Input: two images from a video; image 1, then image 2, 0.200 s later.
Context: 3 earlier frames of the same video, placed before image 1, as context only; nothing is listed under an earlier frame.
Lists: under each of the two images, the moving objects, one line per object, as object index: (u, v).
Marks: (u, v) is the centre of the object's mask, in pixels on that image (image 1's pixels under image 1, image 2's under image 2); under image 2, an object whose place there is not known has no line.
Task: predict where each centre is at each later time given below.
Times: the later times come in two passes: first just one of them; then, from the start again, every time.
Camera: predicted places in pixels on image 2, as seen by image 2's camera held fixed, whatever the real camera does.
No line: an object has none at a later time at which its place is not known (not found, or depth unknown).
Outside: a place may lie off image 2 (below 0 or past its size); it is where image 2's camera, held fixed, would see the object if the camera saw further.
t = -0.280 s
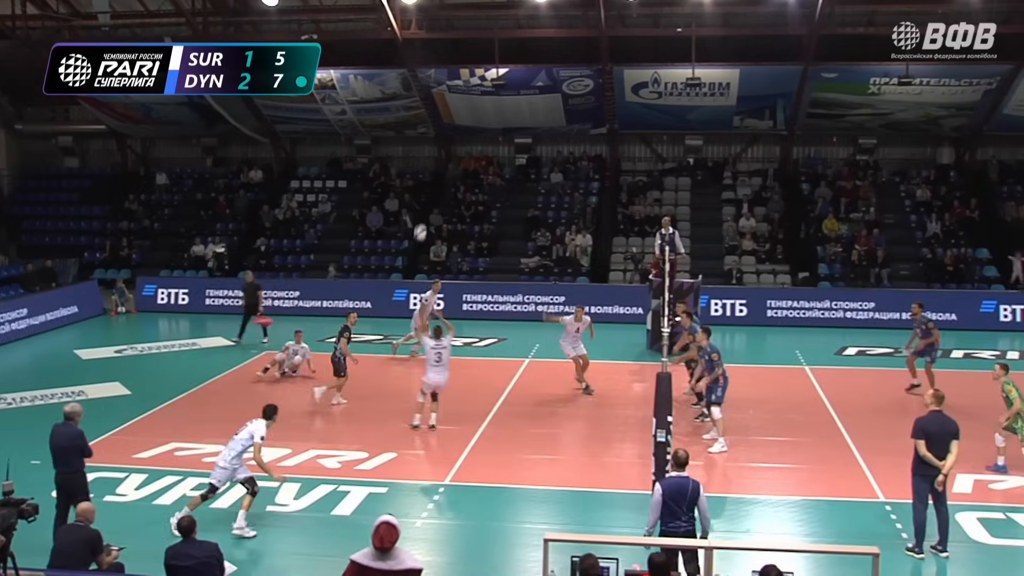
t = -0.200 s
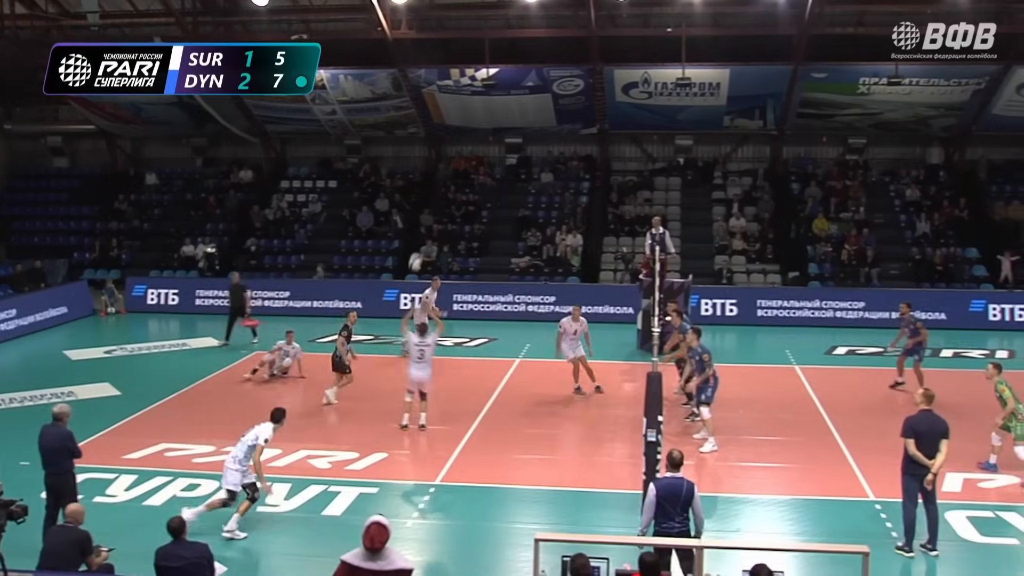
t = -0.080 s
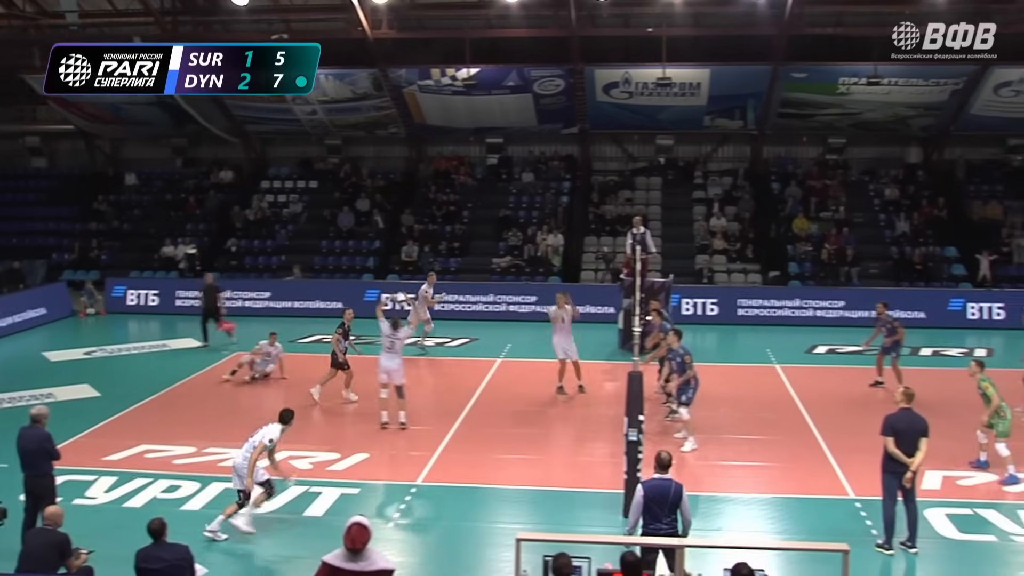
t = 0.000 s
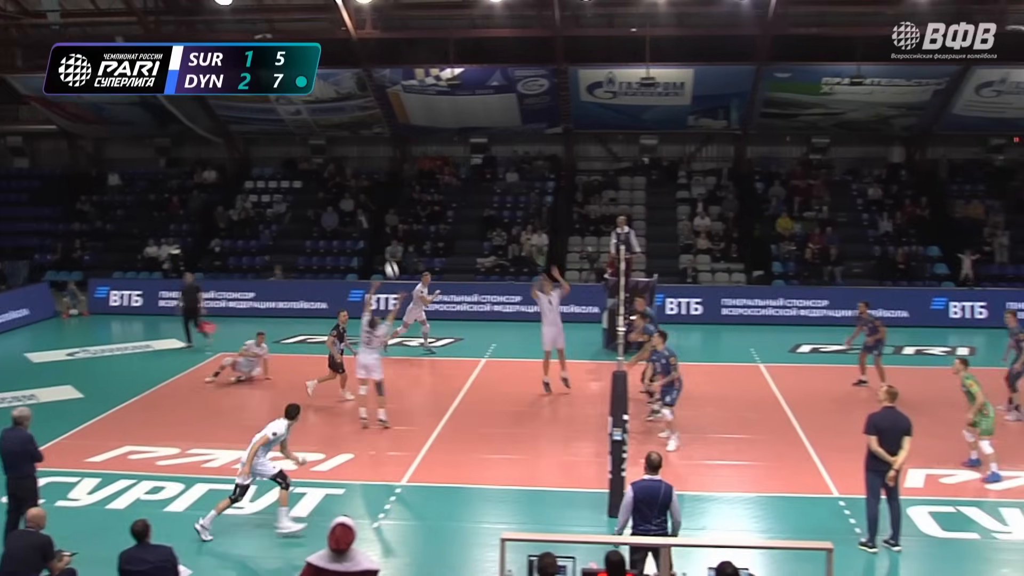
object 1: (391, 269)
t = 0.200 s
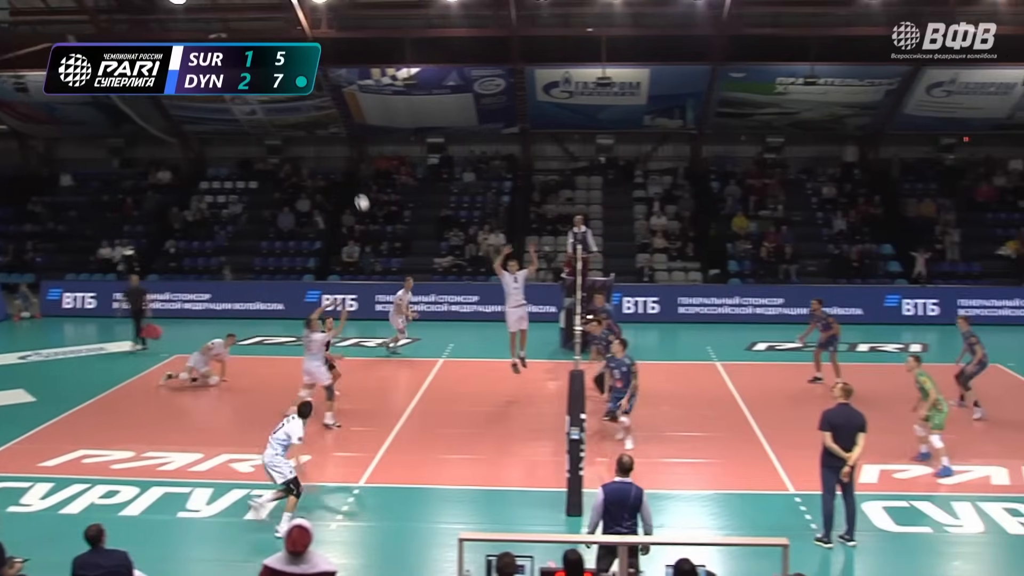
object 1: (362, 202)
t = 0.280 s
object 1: (366, 182)
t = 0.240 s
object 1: (364, 192)
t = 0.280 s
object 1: (366, 182)
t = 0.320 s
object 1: (368, 173)
